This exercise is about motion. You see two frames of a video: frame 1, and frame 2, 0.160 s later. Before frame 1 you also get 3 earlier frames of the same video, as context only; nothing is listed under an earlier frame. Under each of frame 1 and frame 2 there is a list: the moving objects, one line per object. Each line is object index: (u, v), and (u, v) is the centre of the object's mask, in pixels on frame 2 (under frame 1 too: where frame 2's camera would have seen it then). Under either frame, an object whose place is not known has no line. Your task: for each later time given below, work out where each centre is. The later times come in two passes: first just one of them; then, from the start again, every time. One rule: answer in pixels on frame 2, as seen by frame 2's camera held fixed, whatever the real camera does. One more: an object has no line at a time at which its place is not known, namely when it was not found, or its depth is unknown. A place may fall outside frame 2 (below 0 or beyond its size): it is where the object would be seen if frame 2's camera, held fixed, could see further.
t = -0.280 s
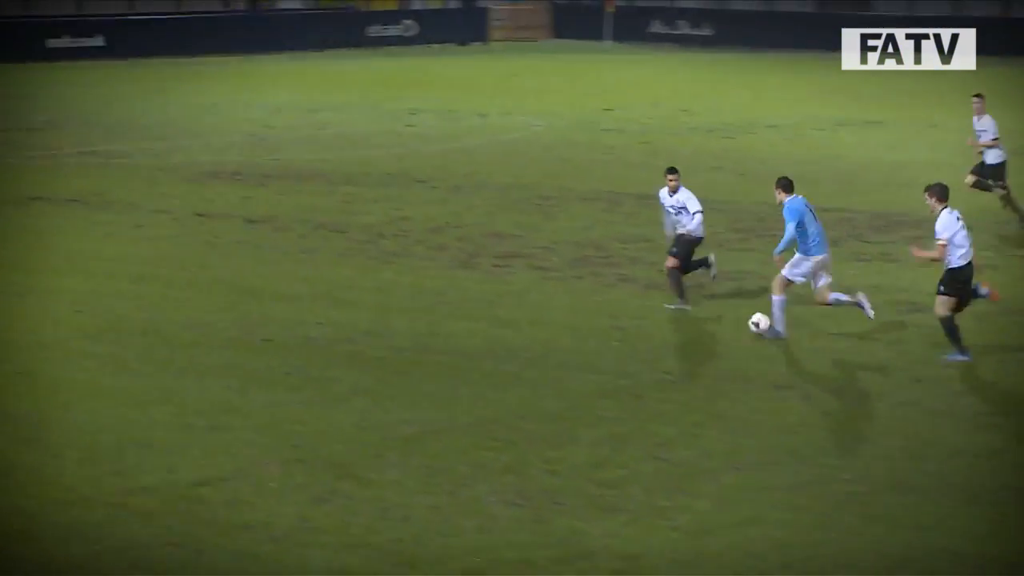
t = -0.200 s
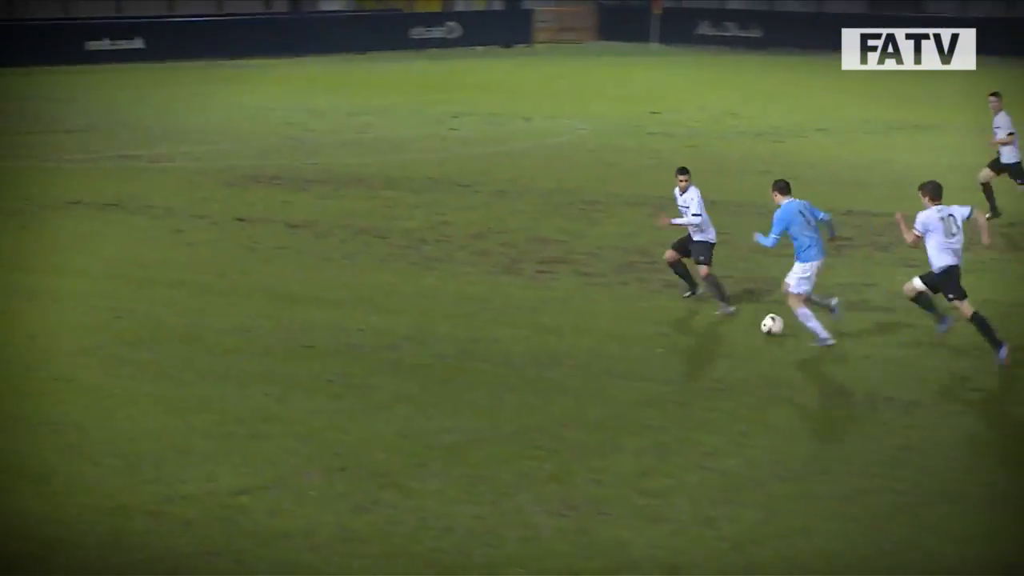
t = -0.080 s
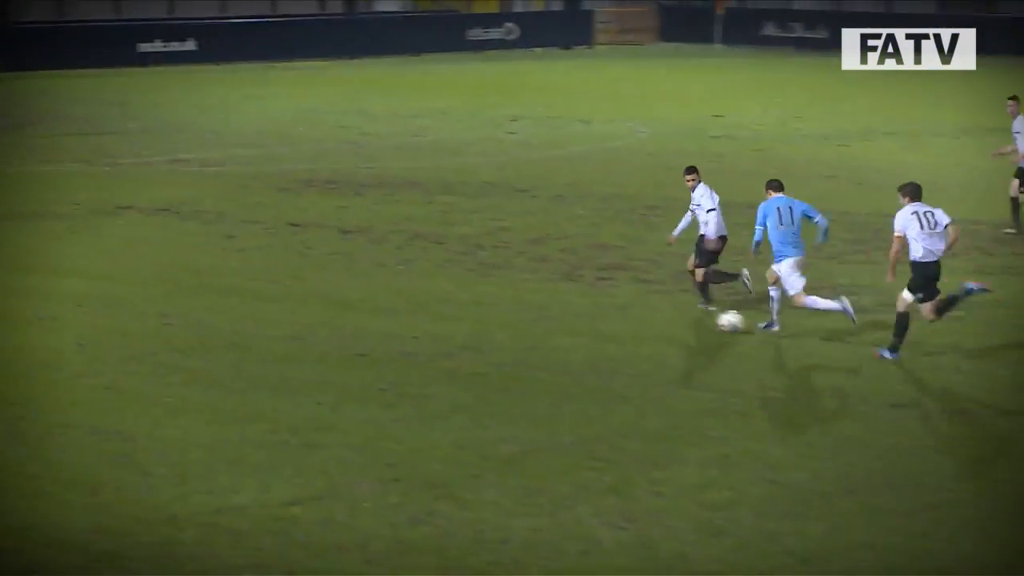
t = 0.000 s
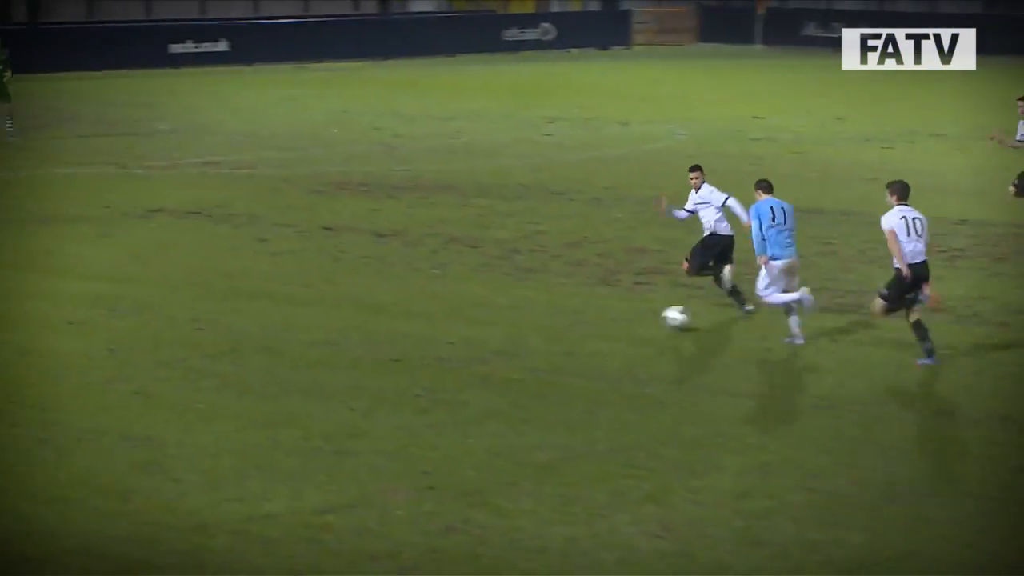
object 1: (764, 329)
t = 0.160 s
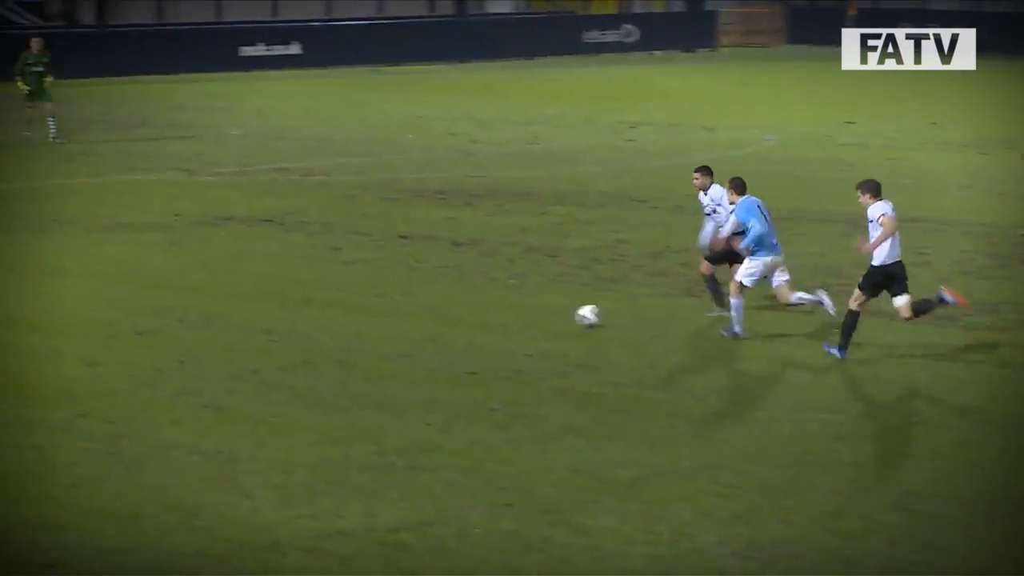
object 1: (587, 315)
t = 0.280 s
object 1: (480, 301)
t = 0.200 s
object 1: (550, 312)
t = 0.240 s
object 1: (514, 306)
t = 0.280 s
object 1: (480, 301)
